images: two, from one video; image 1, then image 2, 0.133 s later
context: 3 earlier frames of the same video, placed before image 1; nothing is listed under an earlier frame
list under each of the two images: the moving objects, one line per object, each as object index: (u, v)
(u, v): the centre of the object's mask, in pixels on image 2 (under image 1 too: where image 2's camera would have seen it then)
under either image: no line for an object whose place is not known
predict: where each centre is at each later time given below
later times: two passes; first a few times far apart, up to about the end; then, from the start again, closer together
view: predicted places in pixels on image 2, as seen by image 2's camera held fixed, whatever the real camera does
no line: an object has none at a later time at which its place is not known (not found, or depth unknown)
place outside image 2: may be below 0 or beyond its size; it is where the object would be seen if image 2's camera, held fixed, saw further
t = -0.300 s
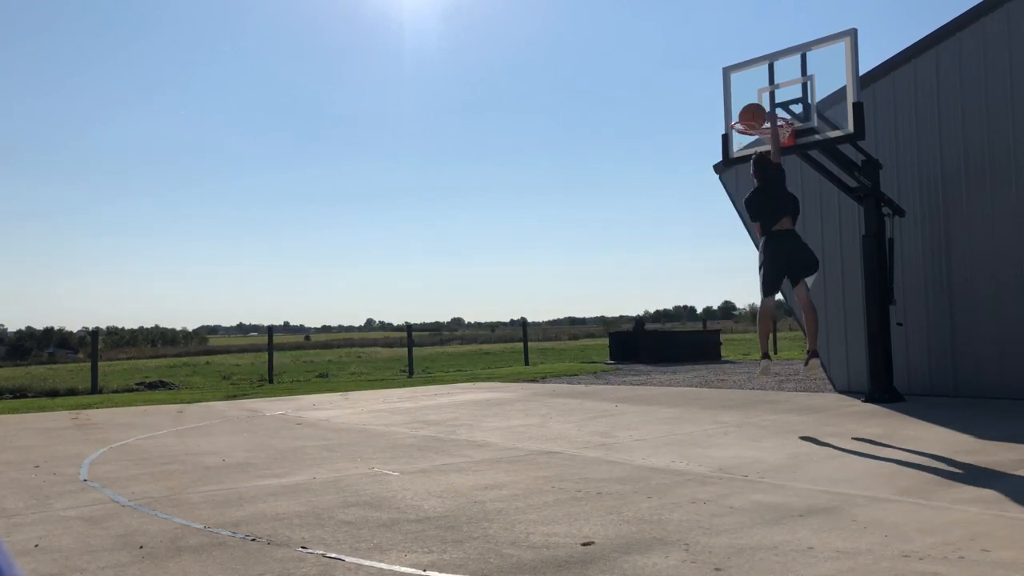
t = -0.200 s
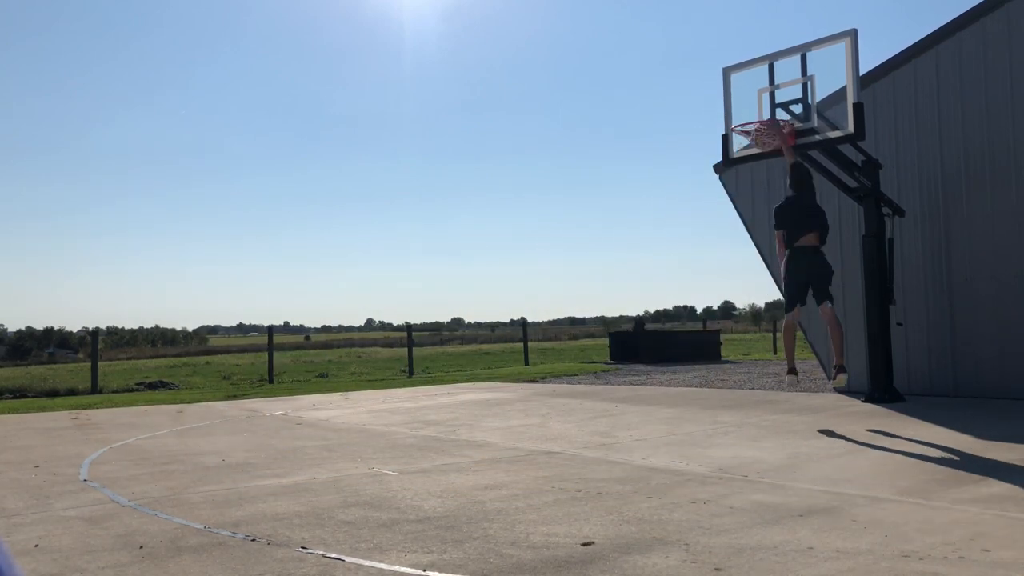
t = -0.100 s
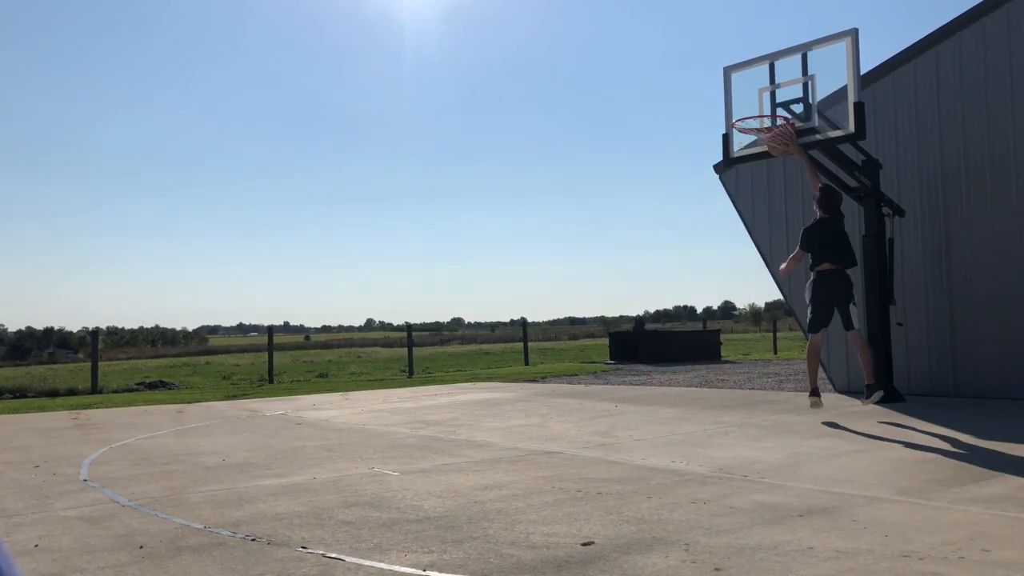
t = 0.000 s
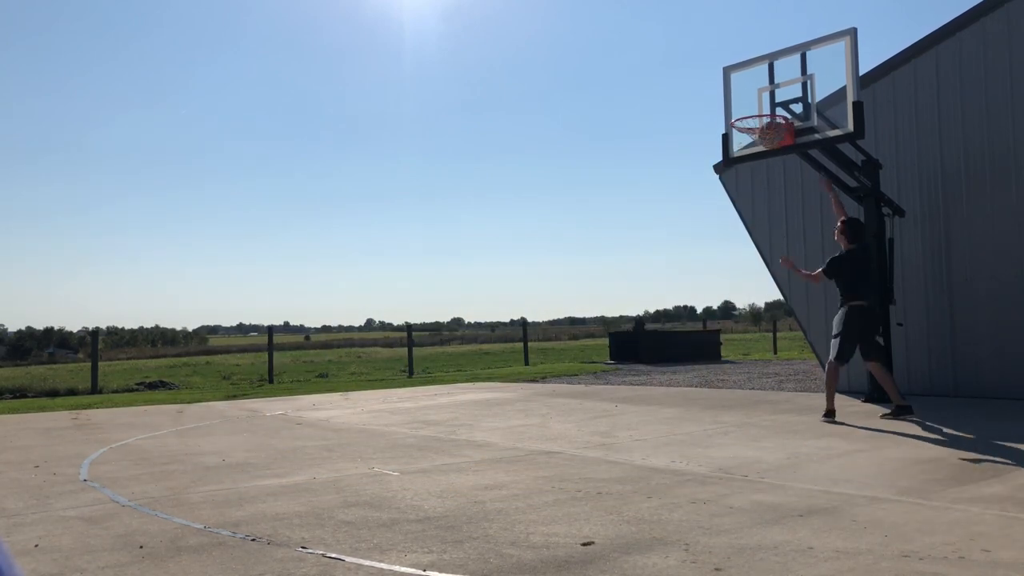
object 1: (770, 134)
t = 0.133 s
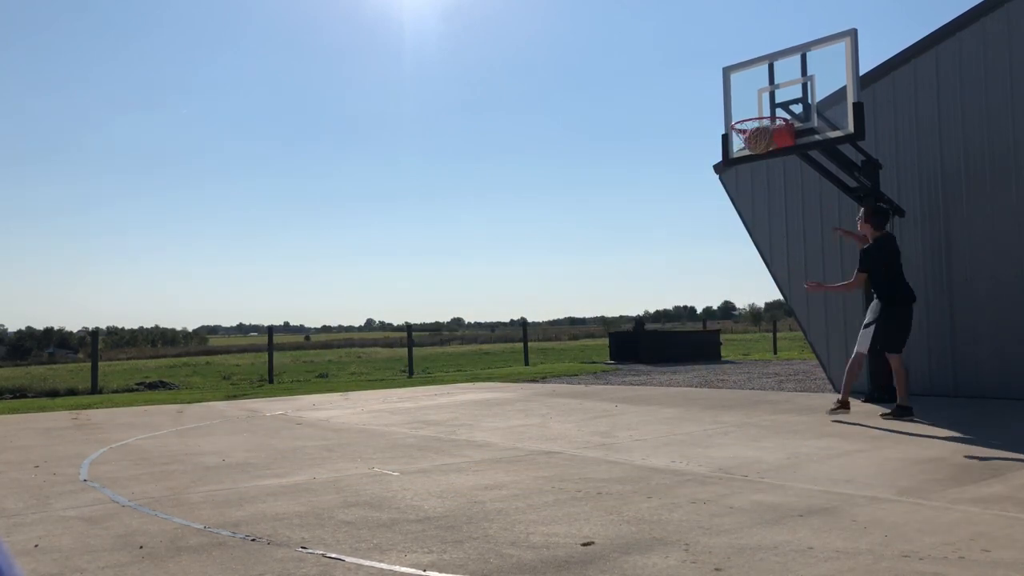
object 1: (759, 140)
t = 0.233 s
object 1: (751, 152)
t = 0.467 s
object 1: (754, 194)
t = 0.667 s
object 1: (762, 273)
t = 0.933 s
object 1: (774, 379)
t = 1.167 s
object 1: (785, 288)
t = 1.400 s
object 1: (801, 257)
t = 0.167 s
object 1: (756, 144)
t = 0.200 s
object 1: (753, 149)
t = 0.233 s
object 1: (751, 152)
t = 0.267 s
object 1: (749, 156)
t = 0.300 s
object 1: (750, 163)
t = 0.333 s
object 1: (750, 167)
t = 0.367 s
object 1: (751, 171)
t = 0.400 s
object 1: (752, 177)
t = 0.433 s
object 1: (754, 185)
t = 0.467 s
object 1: (754, 194)
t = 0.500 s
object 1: (756, 204)
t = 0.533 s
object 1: (757, 216)
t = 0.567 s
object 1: (758, 229)
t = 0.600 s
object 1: (760, 242)
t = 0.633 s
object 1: (761, 257)
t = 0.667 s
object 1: (762, 273)
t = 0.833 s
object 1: (769, 370)
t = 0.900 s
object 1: (772, 398)
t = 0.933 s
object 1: (774, 379)
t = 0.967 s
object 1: (775, 363)
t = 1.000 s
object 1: (776, 347)
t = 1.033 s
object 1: (778, 332)
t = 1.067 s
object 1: (779, 319)
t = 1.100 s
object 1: (781, 308)
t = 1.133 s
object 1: (783, 297)
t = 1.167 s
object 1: (785, 288)
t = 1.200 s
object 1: (787, 280)
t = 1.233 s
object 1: (789, 273)
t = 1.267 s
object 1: (791, 267)
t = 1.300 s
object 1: (794, 263)
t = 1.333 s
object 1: (796, 260)
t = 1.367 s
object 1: (799, 258)
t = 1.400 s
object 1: (801, 257)
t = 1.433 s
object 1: (804, 257)
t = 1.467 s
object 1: (806, 259)
